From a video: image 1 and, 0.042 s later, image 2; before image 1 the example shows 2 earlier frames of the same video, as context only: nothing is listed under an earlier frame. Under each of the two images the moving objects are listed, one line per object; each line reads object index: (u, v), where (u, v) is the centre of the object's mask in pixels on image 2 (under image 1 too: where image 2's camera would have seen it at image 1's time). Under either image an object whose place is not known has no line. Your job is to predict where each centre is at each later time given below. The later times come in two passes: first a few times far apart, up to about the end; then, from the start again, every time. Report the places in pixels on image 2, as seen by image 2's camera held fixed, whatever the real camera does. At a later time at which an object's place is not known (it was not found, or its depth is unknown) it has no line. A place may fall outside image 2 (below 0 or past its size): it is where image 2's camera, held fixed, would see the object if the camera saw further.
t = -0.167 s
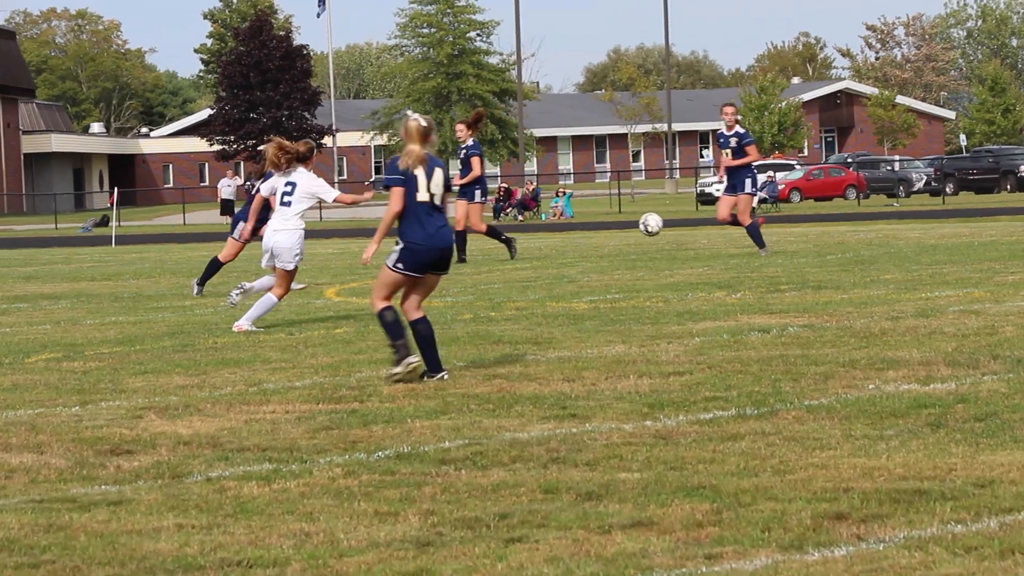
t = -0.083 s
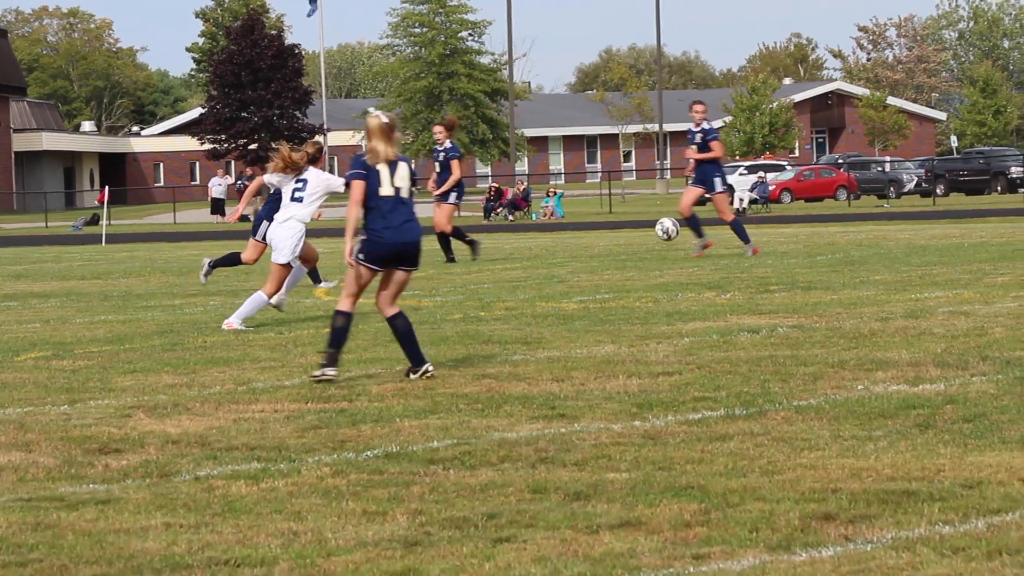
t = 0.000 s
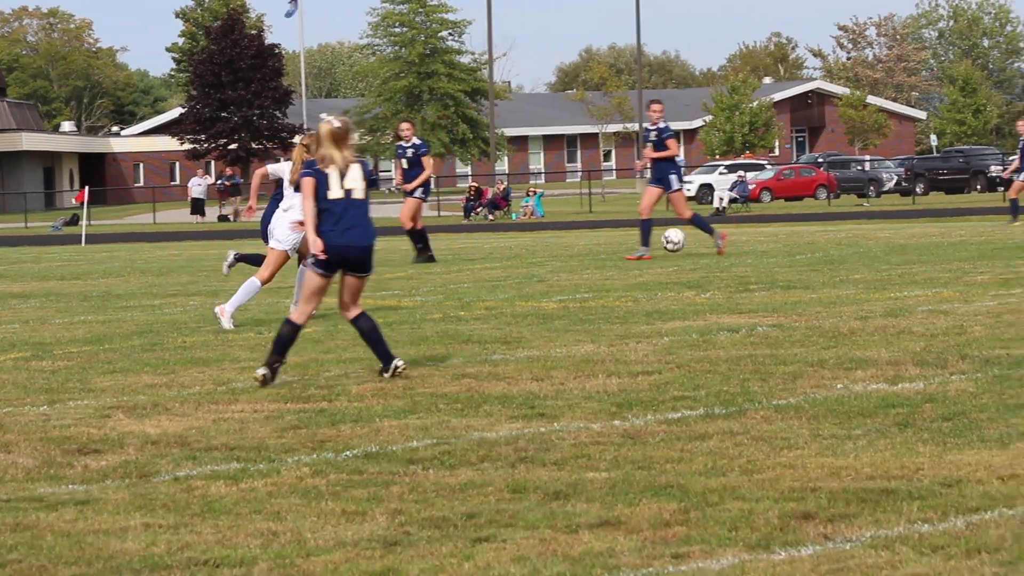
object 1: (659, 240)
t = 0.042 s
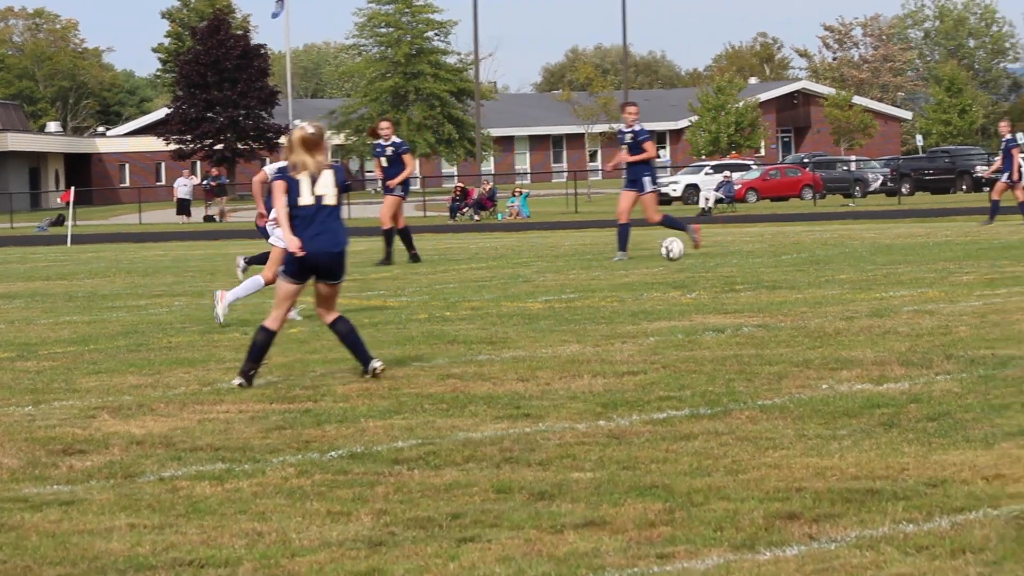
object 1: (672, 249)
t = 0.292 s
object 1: (751, 246)
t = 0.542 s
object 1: (829, 253)
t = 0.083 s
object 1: (685, 259)
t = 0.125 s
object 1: (699, 262)
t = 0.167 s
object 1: (711, 256)
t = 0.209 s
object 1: (724, 251)
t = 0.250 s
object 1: (738, 248)
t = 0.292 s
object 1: (751, 246)
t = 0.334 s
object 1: (764, 246)
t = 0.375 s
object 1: (777, 247)
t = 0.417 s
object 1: (790, 251)
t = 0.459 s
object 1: (804, 256)
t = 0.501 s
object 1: (817, 256)
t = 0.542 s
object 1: (829, 253)
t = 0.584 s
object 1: (841, 250)
